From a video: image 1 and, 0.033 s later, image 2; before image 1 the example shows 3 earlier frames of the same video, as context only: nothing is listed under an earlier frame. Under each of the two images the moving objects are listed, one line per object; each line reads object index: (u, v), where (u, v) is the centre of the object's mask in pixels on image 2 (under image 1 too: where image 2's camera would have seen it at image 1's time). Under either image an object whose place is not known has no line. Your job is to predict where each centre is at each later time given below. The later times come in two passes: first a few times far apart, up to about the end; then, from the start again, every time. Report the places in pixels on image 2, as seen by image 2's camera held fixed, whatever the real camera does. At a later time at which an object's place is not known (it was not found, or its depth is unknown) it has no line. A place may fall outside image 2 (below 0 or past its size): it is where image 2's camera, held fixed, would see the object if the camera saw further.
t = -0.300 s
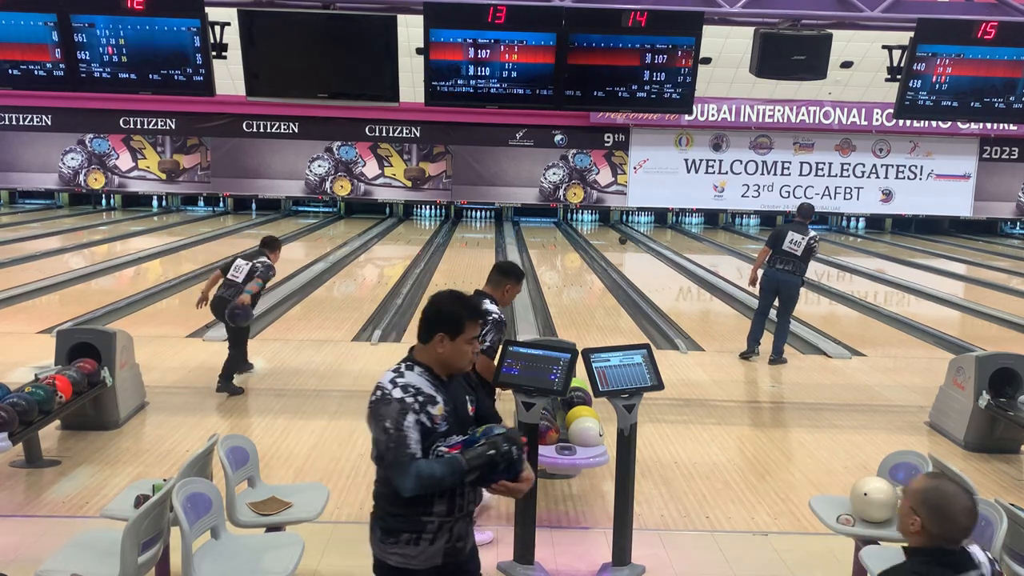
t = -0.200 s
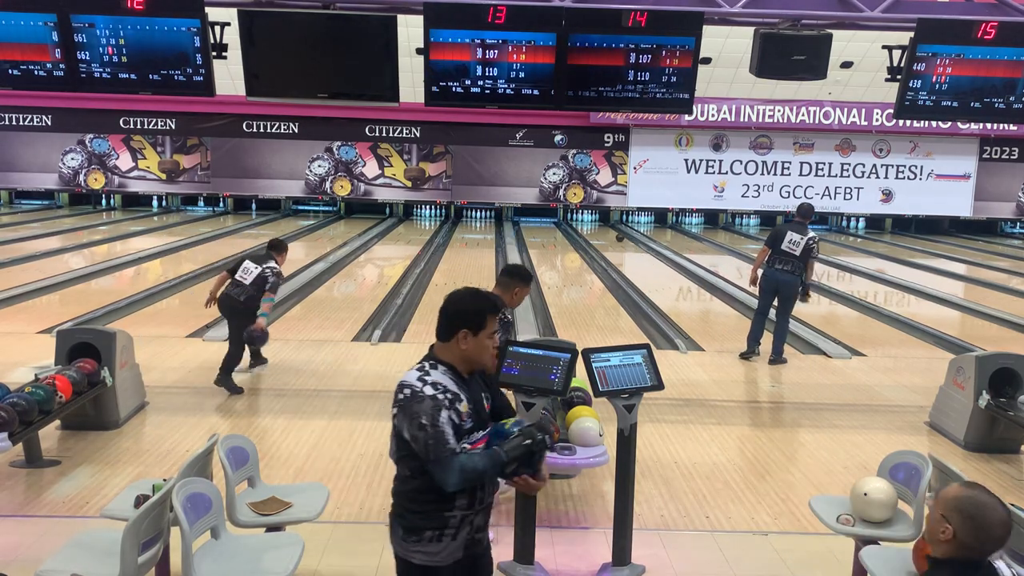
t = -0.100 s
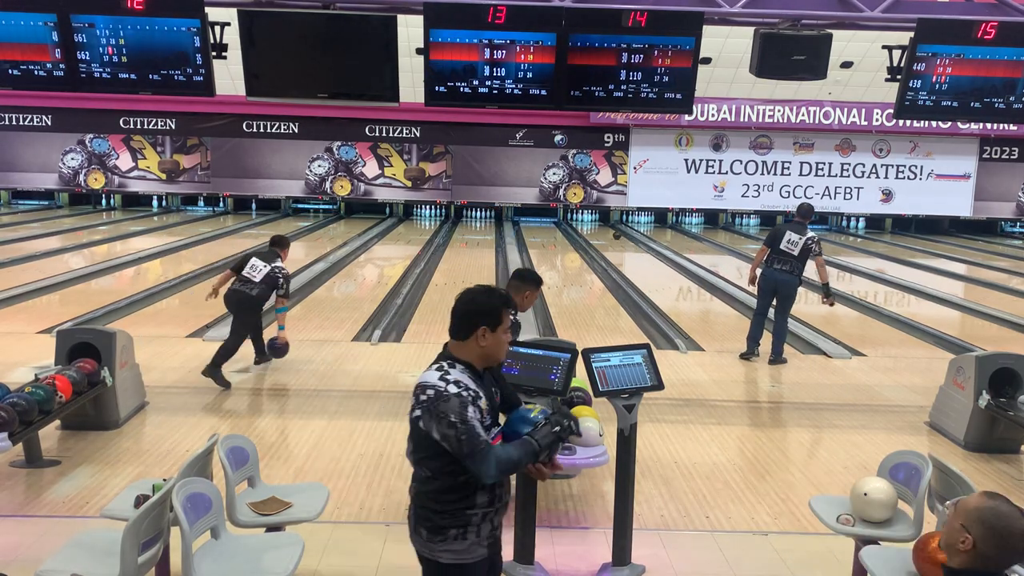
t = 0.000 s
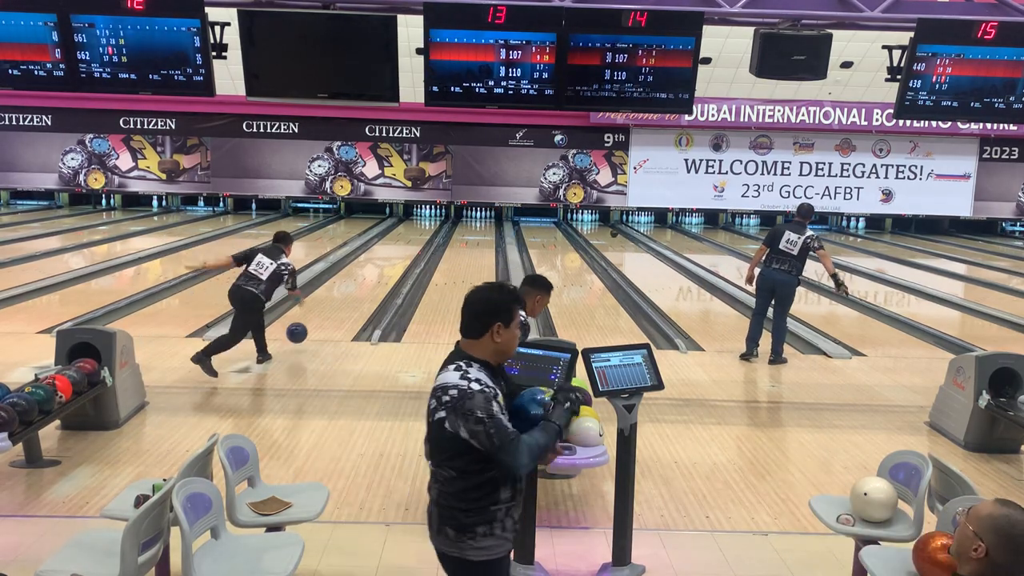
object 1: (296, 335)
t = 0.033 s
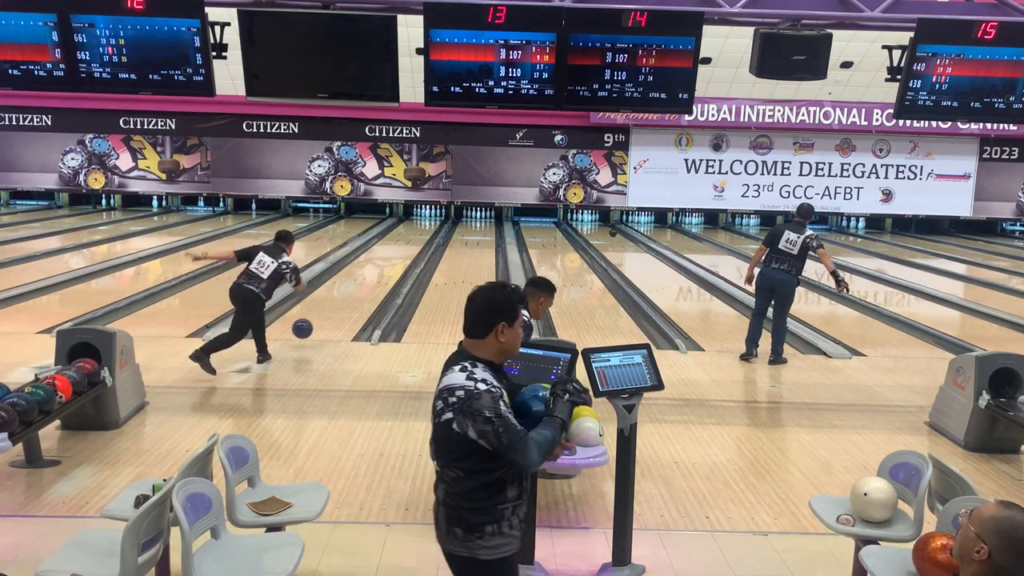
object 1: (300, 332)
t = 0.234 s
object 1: (330, 313)
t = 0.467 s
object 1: (354, 292)
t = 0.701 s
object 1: (372, 276)
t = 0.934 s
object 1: (386, 263)
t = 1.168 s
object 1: (397, 253)
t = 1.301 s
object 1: (403, 247)
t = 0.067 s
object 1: (307, 326)
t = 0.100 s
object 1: (313, 324)
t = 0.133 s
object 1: (317, 323)
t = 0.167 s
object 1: (322, 320)
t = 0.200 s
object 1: (326, 316)
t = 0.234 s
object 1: (330, 313)
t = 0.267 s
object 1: (334, 310)
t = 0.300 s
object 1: (338, 306)
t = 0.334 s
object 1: (341, 303)
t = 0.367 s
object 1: (345, 300)
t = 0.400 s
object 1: (348, 297)
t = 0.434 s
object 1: (351, 294)
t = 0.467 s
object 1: (354, 292)
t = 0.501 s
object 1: (357, 289)
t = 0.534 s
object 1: (360, 287)
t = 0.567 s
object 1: (363, 284)
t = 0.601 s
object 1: (365, 282)
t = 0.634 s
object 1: (368, 279)
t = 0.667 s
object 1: (370, 278)
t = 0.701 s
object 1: (372, 276)
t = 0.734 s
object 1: (374, 273)
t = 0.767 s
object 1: (377, 272)
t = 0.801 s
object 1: (379, 269)
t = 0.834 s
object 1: (381, 268)
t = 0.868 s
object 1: (383, 266)
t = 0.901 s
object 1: (384, 264)
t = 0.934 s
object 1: (386, 263)
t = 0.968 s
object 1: (388, 261)
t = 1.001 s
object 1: (390, 259)
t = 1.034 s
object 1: (391, 258)
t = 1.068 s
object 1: (393, 256)
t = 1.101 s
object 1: (394, 255)
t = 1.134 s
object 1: (396, 254)
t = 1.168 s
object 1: (397, 253)
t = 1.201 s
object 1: (399, 251)
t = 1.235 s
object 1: (400, 250)
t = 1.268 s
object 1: (401, 249)
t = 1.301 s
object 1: (403, 247)
